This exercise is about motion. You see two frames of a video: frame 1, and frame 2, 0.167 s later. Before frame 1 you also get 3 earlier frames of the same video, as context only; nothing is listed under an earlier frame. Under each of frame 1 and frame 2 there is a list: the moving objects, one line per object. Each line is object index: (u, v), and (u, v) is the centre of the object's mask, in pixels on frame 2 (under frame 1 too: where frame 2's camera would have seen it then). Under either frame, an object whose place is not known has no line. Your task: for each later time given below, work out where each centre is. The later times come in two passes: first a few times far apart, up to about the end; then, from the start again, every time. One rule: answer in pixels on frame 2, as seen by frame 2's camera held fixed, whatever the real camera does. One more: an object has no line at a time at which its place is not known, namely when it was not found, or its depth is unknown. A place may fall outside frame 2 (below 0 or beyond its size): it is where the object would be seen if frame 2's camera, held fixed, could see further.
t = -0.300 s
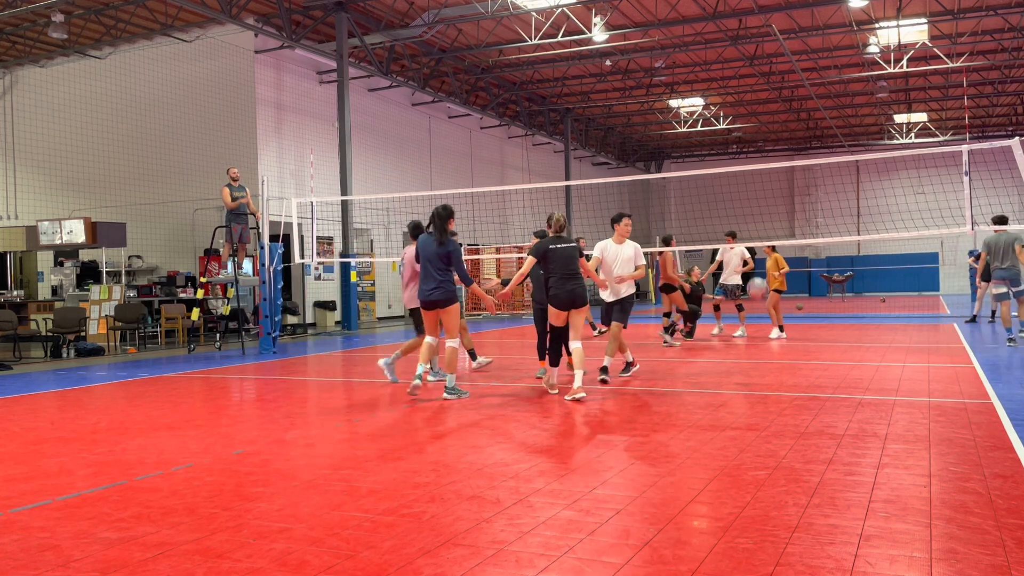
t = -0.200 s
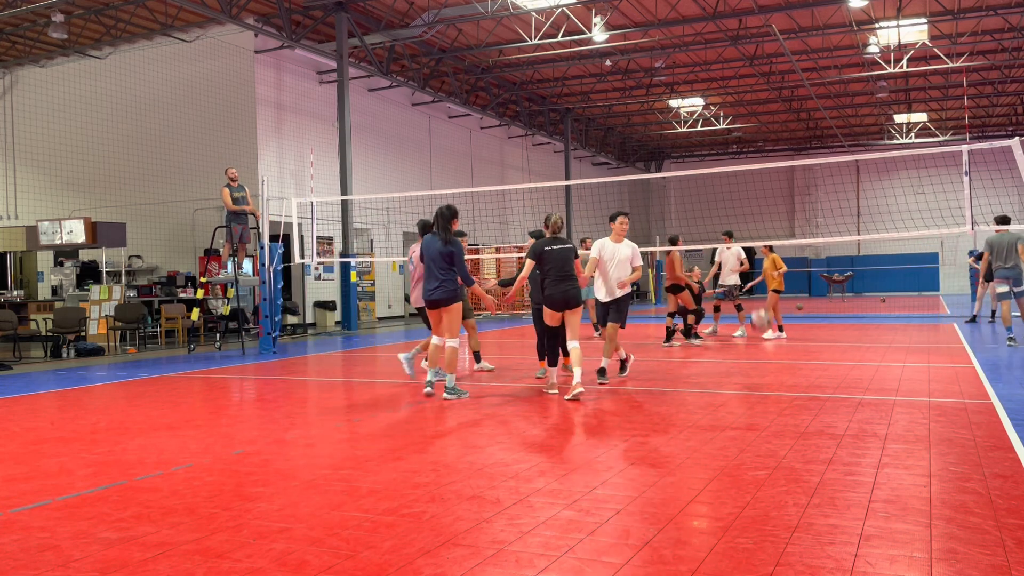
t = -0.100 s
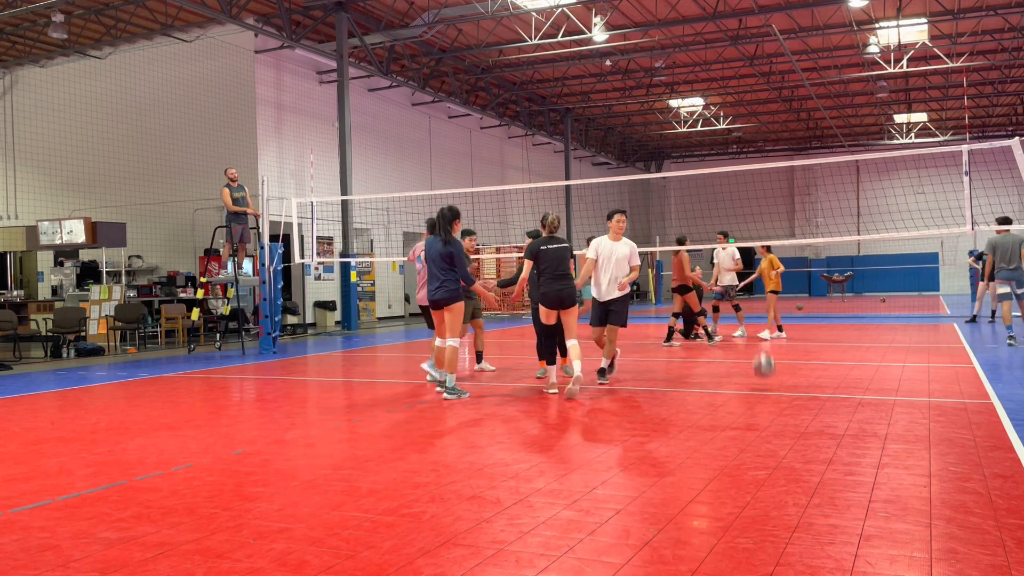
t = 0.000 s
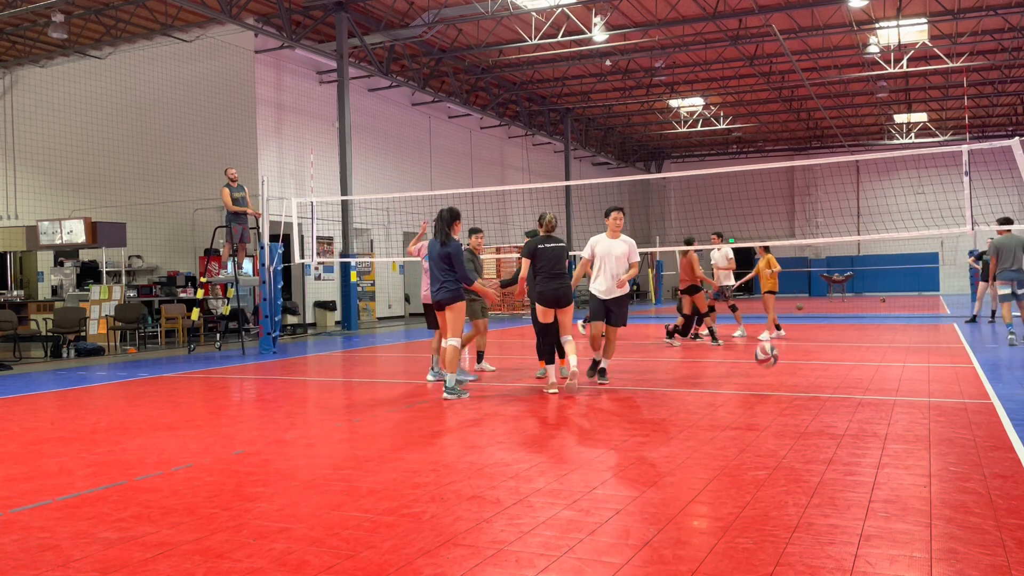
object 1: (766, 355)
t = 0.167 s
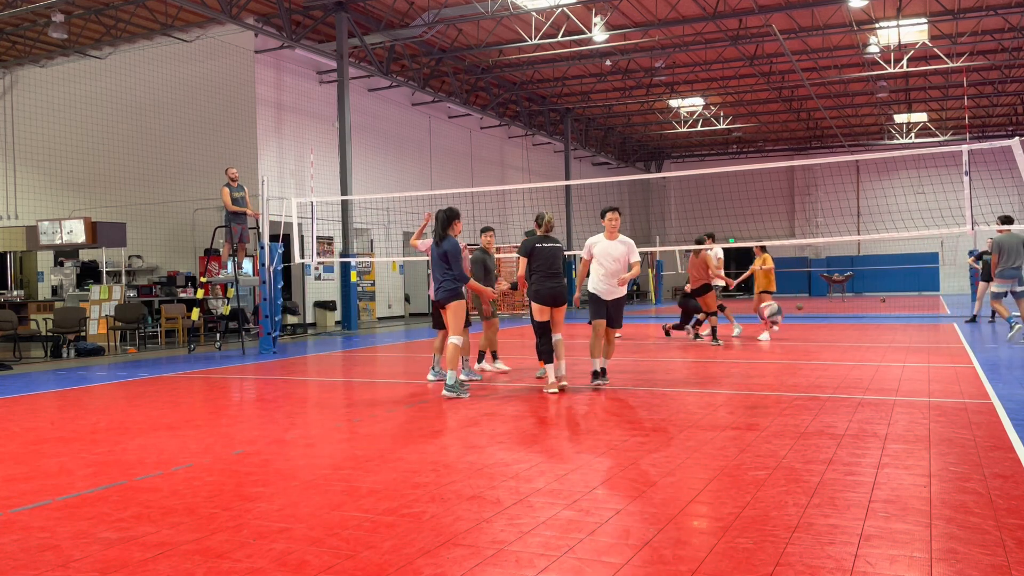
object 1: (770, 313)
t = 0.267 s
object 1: (773, 302)
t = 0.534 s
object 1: (784, 334)
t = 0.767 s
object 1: (797, 404)
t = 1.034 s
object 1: (813, 359)
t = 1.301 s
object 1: (838, 446)
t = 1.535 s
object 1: (865, 438)
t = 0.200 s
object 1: (771, 308)
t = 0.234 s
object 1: (772, 305)
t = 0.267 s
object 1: (773, 302)
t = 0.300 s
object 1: (774, 301)
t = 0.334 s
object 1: (775, 301)
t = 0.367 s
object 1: (777, 303)
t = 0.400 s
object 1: (778, 306)
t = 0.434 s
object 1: (780, 310)
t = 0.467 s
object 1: (781, 316)
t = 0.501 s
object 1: (782, 324)
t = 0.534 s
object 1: (784, 334)
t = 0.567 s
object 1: (786, 345)
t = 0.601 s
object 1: (788, 359)
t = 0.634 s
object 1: (789, 374)
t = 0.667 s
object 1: (792, 392)
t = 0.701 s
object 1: (794, 412)
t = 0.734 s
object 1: (795, 417)
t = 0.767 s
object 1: (797, 404)
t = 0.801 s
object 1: (798, 394)
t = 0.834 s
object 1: (800, 384)
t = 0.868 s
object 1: (802, 376)
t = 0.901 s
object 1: (804, 369)
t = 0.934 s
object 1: (806, 364)
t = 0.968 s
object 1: (808, 361)
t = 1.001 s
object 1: (810, 359)
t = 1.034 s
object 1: (813, 359)
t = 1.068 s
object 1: (815, 362)
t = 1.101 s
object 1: (818, 366)
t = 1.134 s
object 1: (821, 373)
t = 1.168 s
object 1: (824, 382)
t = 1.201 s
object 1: (827, 393)
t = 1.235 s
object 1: (830, 408)
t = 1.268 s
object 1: (834, 425)
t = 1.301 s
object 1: (838, 446)
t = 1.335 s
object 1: (842, 471)
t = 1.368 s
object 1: (846, 487)
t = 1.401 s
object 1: (849, 473)
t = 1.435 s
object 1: (853, 462)
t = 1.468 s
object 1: (857, 452)
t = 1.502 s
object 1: (860, 444)
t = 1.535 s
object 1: (865, 438)
